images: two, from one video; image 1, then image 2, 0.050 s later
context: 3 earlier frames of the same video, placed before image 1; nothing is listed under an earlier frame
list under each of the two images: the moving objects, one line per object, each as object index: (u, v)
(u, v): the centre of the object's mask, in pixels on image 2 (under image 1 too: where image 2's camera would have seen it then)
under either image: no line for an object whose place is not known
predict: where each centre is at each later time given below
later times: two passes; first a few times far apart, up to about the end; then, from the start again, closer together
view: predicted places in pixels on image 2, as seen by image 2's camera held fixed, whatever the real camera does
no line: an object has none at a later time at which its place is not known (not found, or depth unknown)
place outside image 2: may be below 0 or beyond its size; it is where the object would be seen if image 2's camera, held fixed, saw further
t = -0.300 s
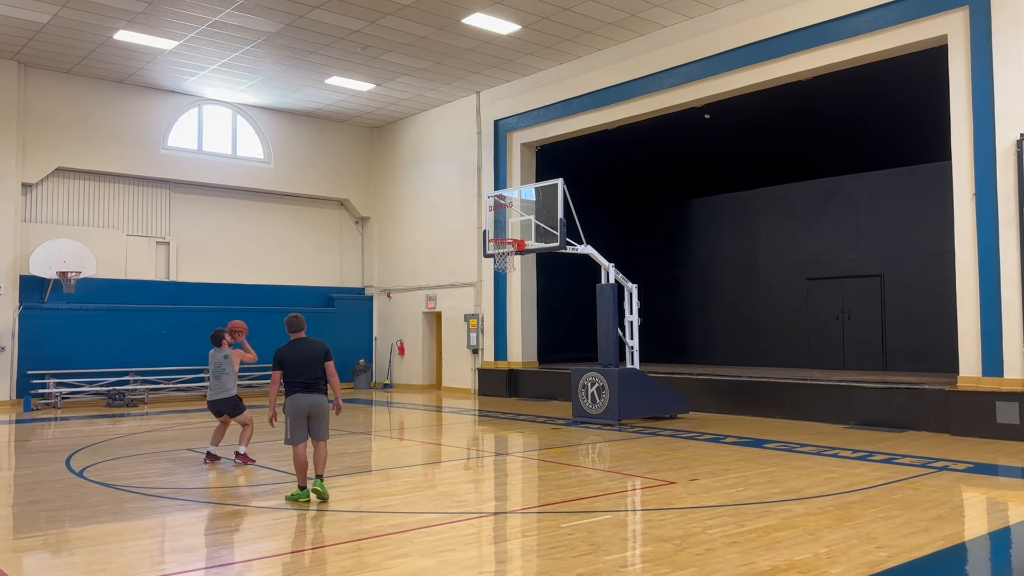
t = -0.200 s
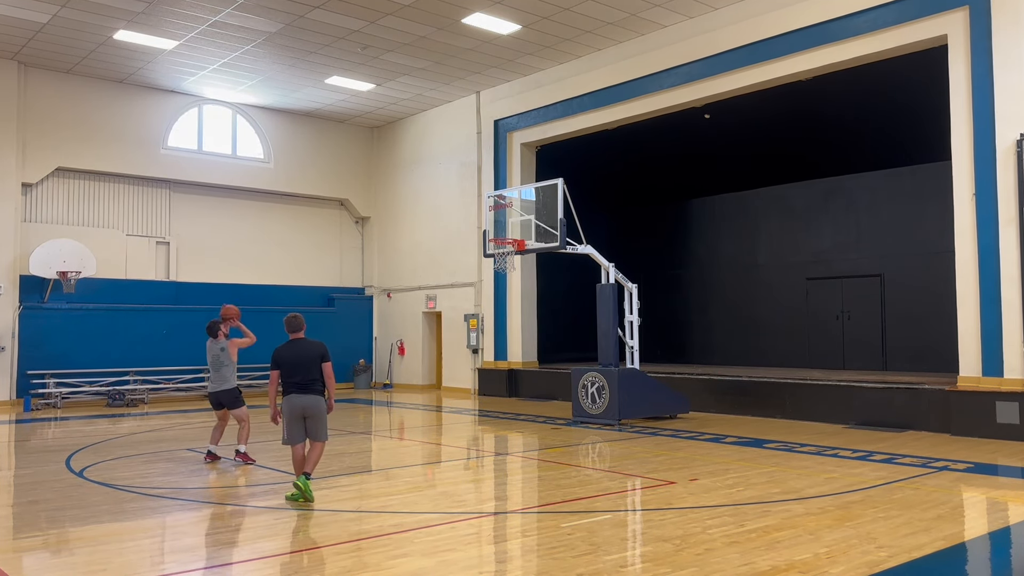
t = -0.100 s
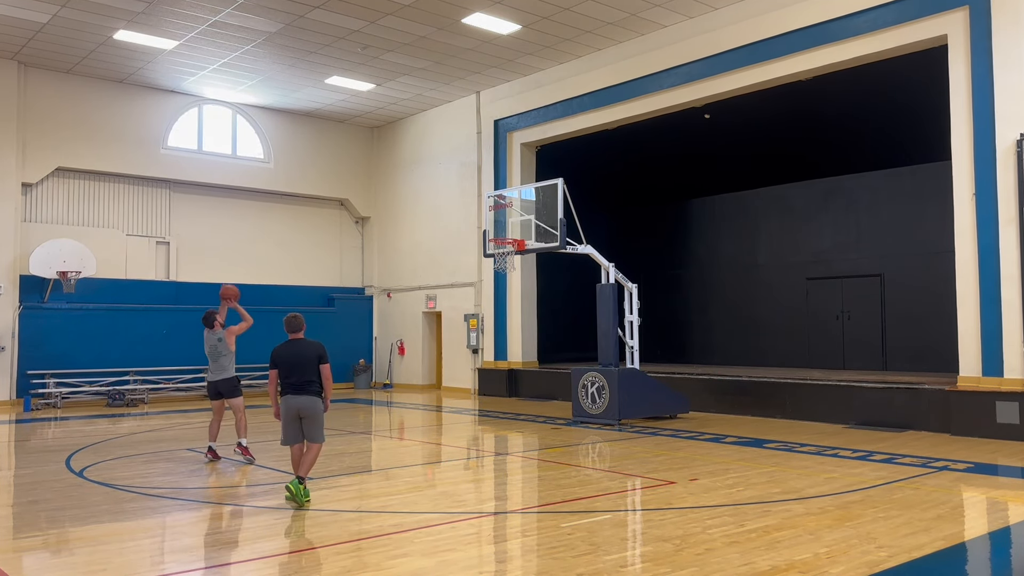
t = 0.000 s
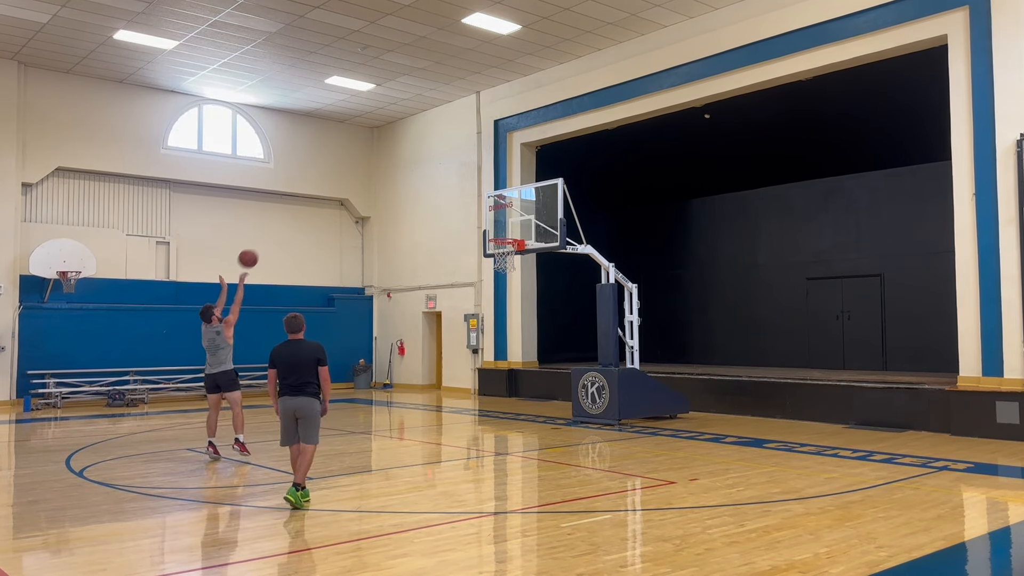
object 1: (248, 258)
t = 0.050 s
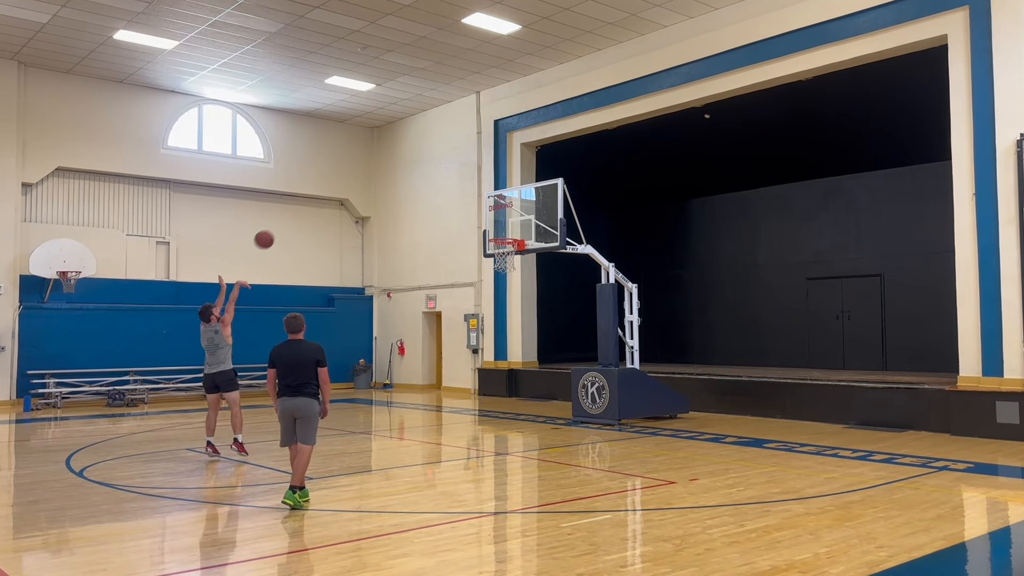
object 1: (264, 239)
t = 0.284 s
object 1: (333, 180)
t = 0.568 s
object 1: (405, 165)
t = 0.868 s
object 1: (470, 204)
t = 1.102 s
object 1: (515, 258)
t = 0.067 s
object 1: (269, 233)
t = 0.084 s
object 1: (275, 228)
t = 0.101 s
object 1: (280, 222)
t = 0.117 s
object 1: (285, 218)
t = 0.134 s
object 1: (290, 213)
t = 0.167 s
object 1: (300, 204)
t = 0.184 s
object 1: (305, 200)
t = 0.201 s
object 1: (309, 196)
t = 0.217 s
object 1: (314, 193)
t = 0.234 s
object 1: (319, 189)
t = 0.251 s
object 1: (324, 186)
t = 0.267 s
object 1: (328, 183)
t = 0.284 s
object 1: (333, 180)
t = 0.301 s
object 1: (338, 178)
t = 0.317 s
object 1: (342, 176)
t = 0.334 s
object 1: (347, 173)
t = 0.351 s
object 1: (351, 172)
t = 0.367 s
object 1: (355, 170)
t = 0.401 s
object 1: (364, 167)
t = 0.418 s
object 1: (368, 166)
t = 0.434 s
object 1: (373, 165)
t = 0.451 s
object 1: (377, 165)
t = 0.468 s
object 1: (381, 164)
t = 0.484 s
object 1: (385, 164)
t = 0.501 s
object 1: (389, 164)
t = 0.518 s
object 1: (393, 164)
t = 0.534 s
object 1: (397, 164)
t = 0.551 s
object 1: (401, 164)
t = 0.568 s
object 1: (405, 165)
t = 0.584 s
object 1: (408, 166)
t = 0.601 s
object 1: (412, 167)
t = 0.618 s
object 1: (416, 167)
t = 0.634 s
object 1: (420, 169)
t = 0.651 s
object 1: (424, 170)
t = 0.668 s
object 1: (427, 172)
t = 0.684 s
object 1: (431, 174)
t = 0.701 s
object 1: (435, 176)
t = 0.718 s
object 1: (439, 178)
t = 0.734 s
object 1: (442, 180)
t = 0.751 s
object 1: (446, 183)
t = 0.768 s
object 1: (450, 185)
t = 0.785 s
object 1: (453, 188)
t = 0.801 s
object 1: (457, 191)
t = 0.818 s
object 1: (460, 194)
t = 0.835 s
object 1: (463, 197)
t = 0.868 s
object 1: (470, 204)
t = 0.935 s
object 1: (484, 220)
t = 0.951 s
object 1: (487, 224)
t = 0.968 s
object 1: (490, 228)
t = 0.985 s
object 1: (493, 232)
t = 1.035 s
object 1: (504, 244)
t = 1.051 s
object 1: (507, 246)
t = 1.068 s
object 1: (509, 252)
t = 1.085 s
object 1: (513, 255)
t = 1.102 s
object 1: (515, 258)
